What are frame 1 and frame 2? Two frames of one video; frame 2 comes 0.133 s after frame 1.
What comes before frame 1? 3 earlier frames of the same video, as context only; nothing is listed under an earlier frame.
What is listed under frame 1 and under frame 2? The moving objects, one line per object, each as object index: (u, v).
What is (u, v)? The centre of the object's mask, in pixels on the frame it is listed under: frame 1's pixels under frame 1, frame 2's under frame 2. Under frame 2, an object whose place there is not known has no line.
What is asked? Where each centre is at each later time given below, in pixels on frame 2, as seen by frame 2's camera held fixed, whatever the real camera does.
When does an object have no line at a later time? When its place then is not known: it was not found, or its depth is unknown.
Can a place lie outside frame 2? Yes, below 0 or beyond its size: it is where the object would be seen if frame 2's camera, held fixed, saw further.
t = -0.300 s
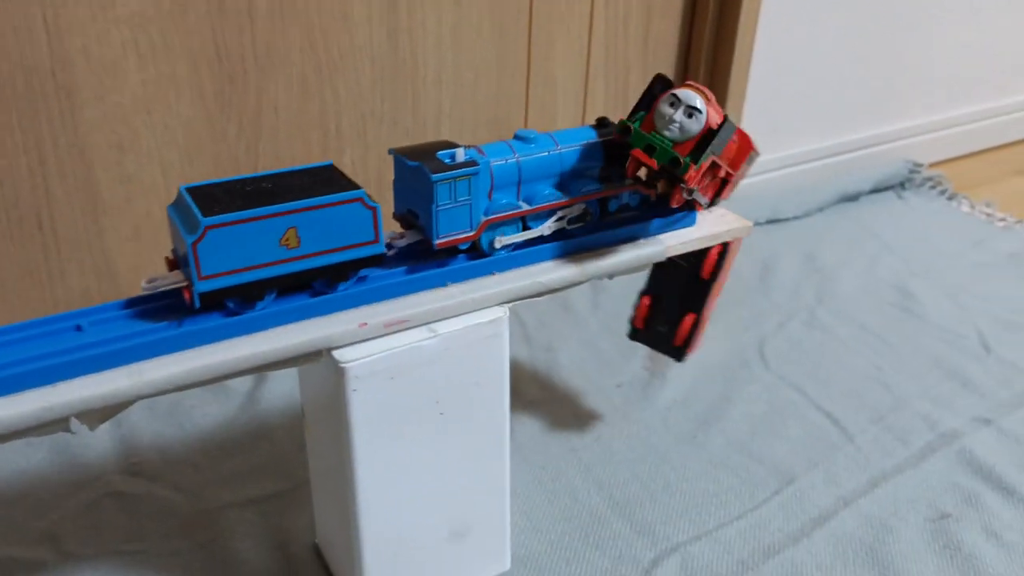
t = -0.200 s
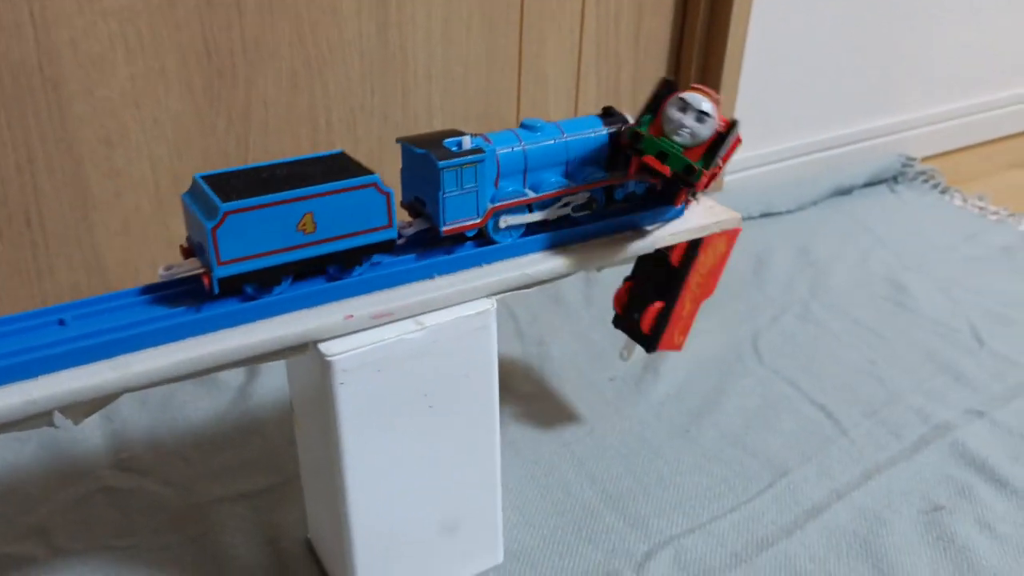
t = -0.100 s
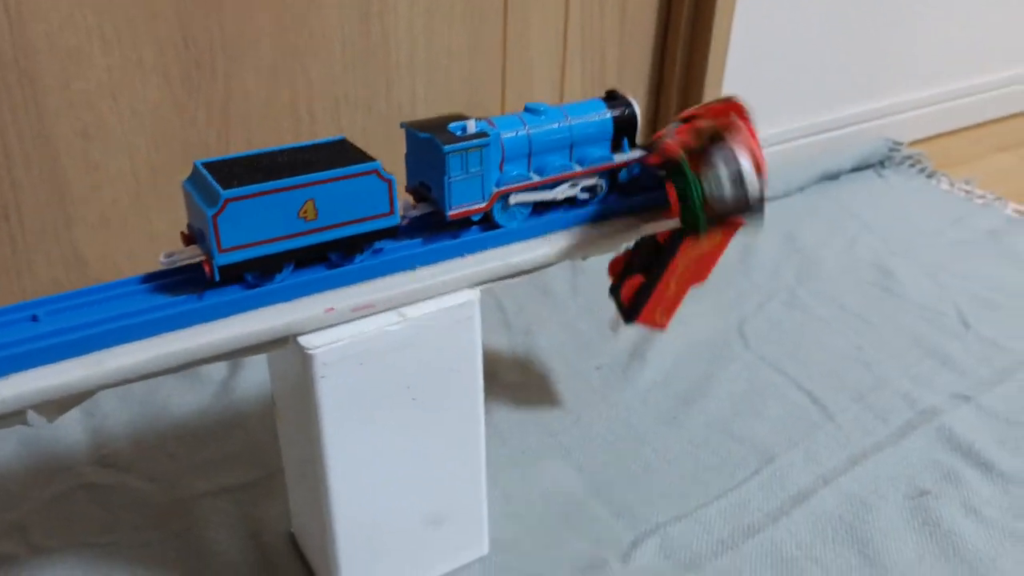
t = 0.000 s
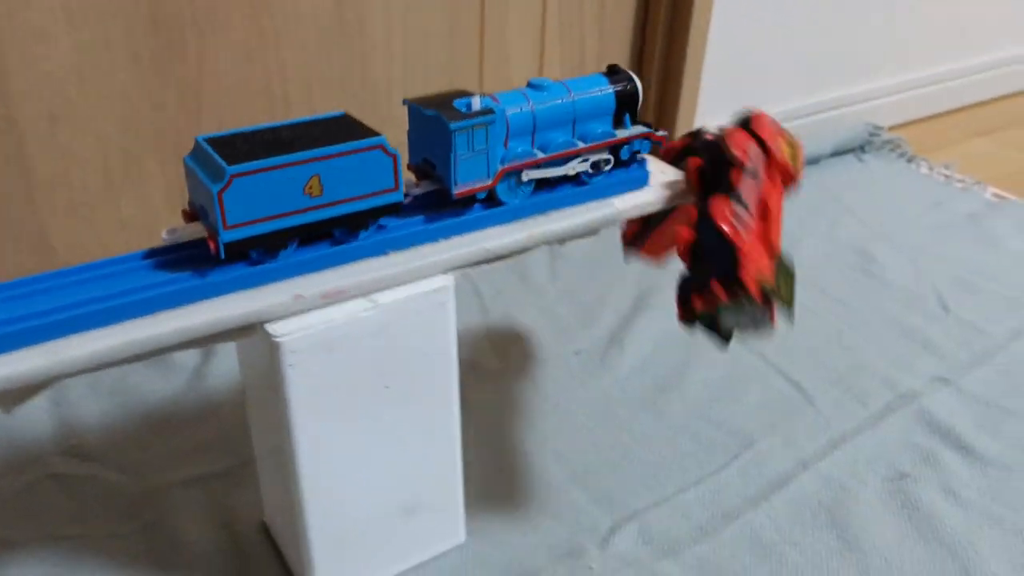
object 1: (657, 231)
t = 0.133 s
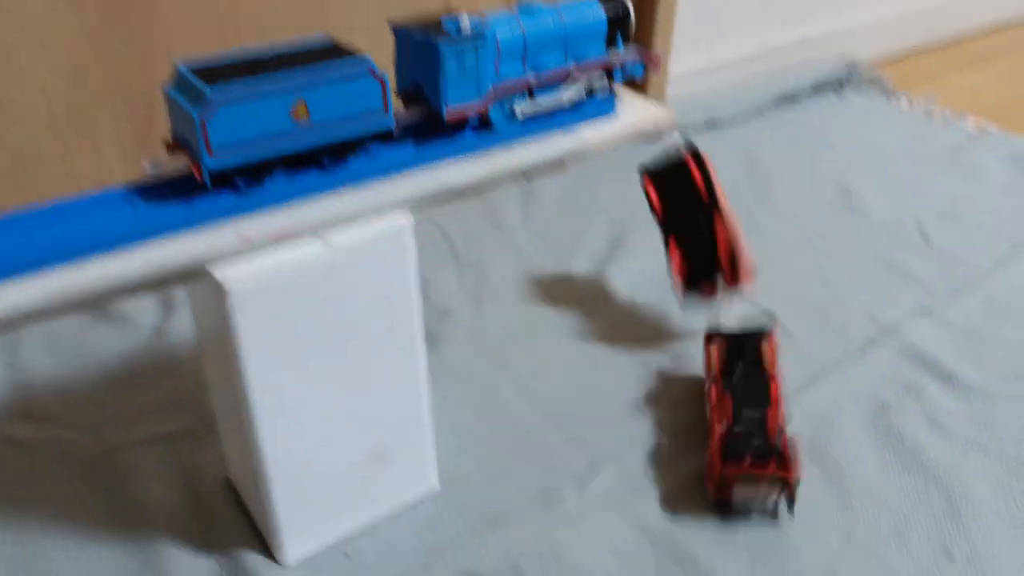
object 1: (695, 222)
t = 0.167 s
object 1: (718, 252)
